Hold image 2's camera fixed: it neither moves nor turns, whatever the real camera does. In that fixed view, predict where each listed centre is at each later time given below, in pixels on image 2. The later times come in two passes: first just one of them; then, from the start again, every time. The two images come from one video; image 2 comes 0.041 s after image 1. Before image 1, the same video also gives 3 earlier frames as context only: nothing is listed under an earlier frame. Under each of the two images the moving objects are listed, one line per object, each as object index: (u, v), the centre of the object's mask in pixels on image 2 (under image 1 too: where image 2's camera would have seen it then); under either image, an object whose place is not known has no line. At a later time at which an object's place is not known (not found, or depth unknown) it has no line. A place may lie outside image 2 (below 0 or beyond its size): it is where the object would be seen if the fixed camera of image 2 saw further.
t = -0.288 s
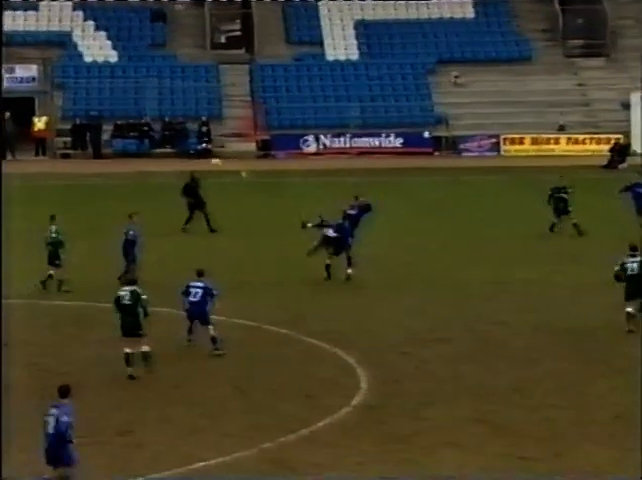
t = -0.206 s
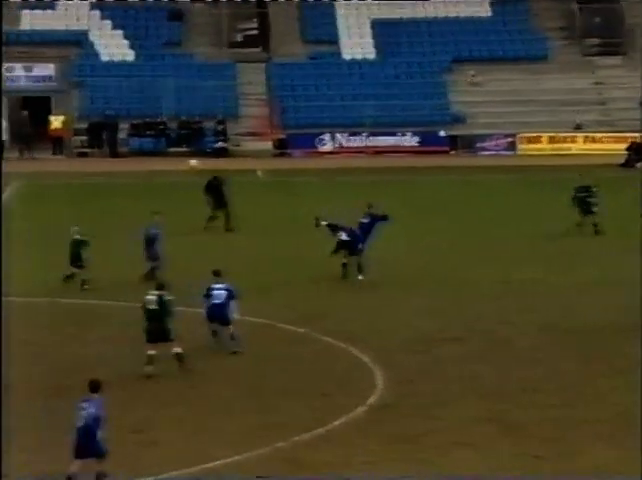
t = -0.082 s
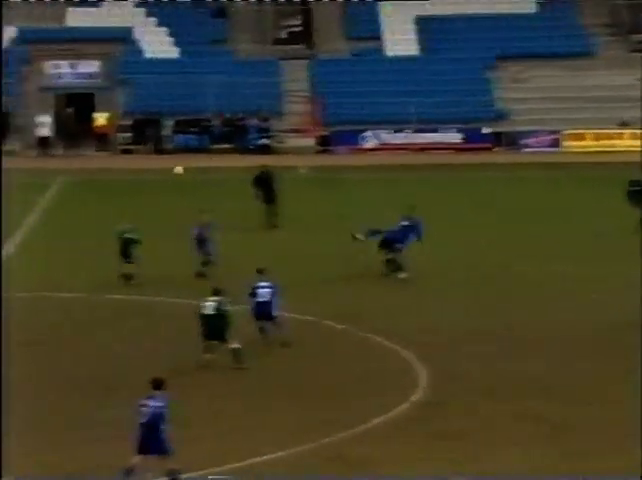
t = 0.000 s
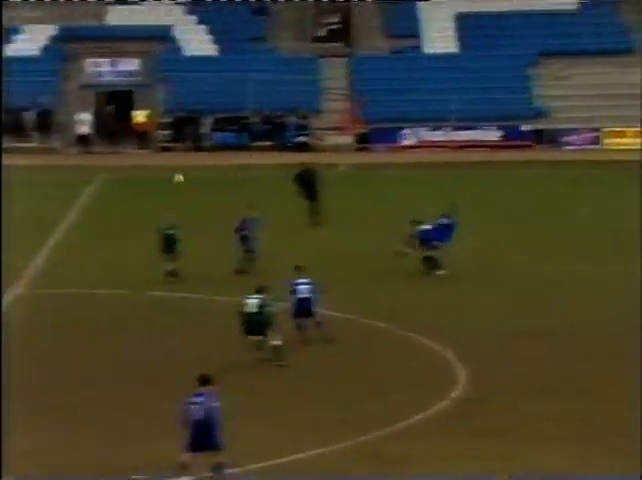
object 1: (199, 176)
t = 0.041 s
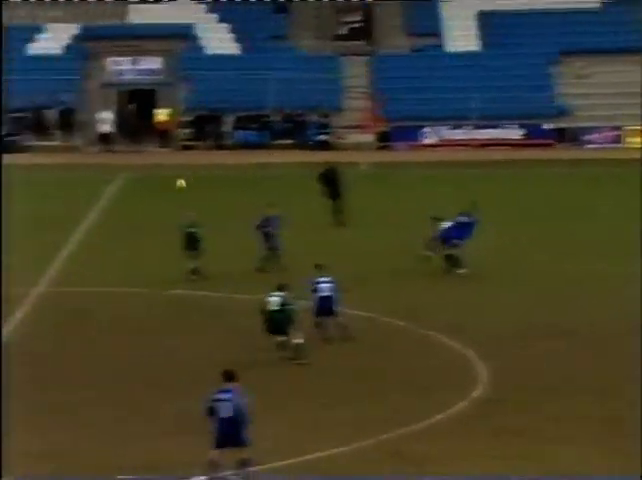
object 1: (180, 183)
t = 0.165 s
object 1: (122, 209)
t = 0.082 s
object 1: (162, 191)
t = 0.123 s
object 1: (143, 200)
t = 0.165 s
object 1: (122, 209)
